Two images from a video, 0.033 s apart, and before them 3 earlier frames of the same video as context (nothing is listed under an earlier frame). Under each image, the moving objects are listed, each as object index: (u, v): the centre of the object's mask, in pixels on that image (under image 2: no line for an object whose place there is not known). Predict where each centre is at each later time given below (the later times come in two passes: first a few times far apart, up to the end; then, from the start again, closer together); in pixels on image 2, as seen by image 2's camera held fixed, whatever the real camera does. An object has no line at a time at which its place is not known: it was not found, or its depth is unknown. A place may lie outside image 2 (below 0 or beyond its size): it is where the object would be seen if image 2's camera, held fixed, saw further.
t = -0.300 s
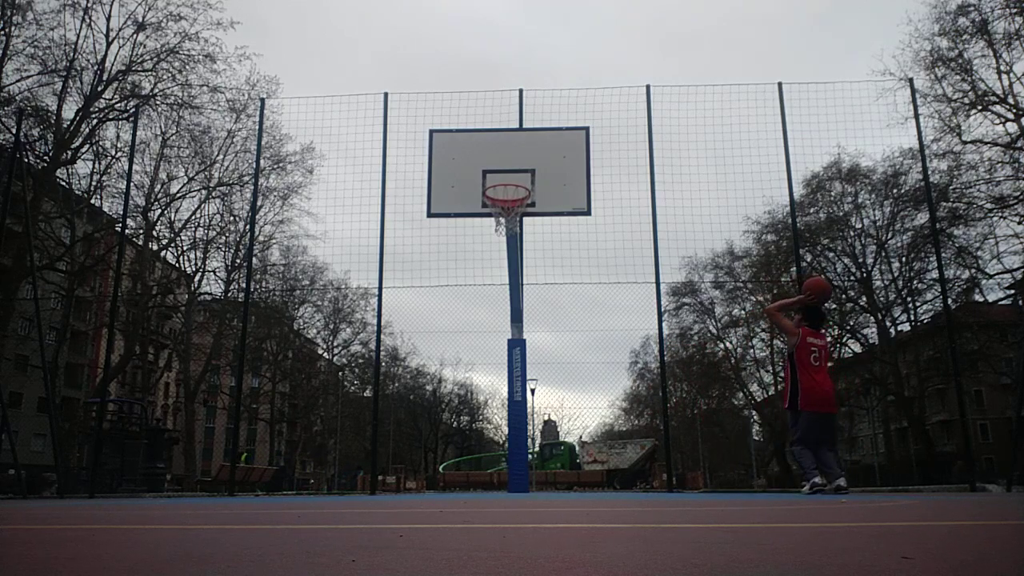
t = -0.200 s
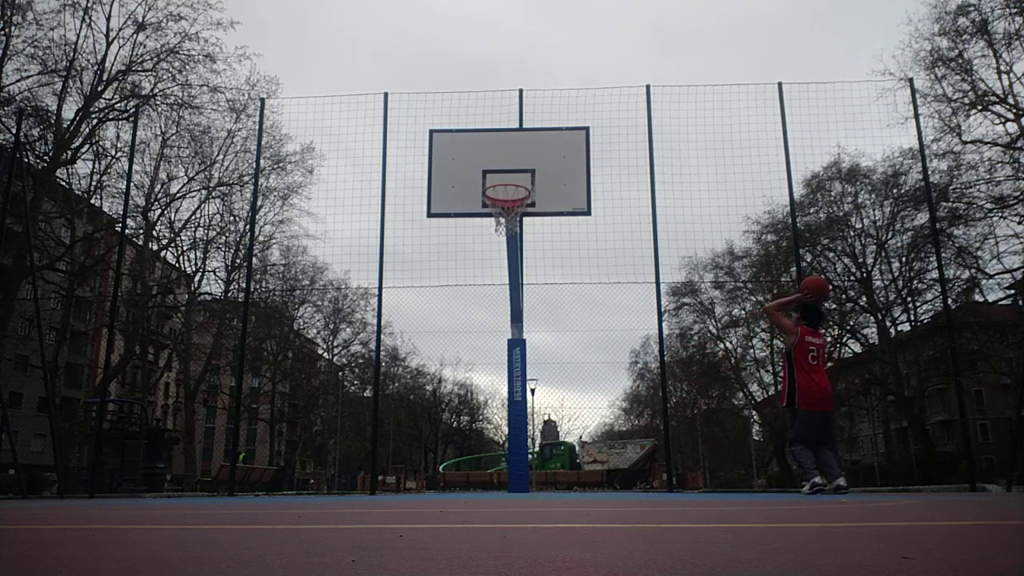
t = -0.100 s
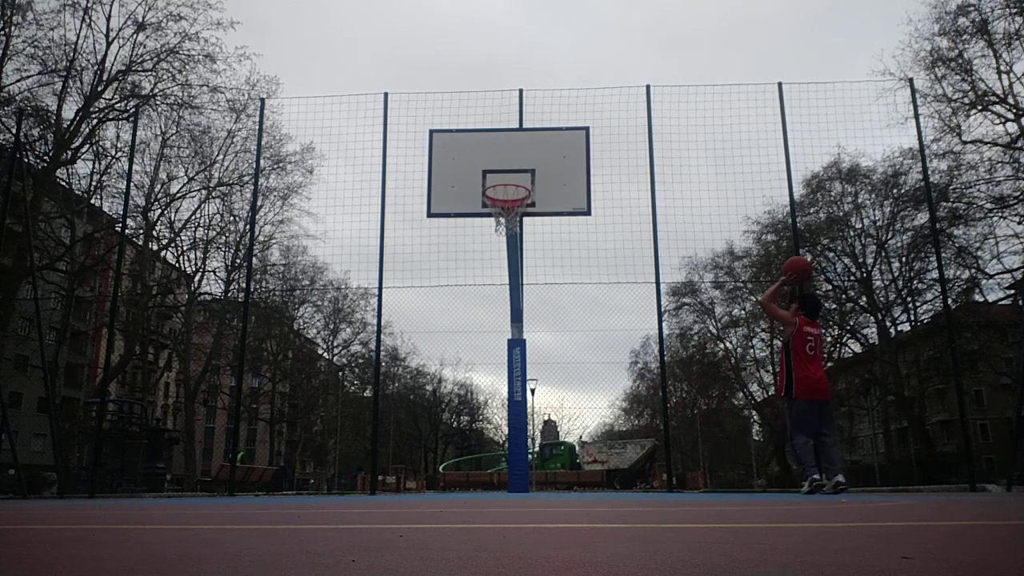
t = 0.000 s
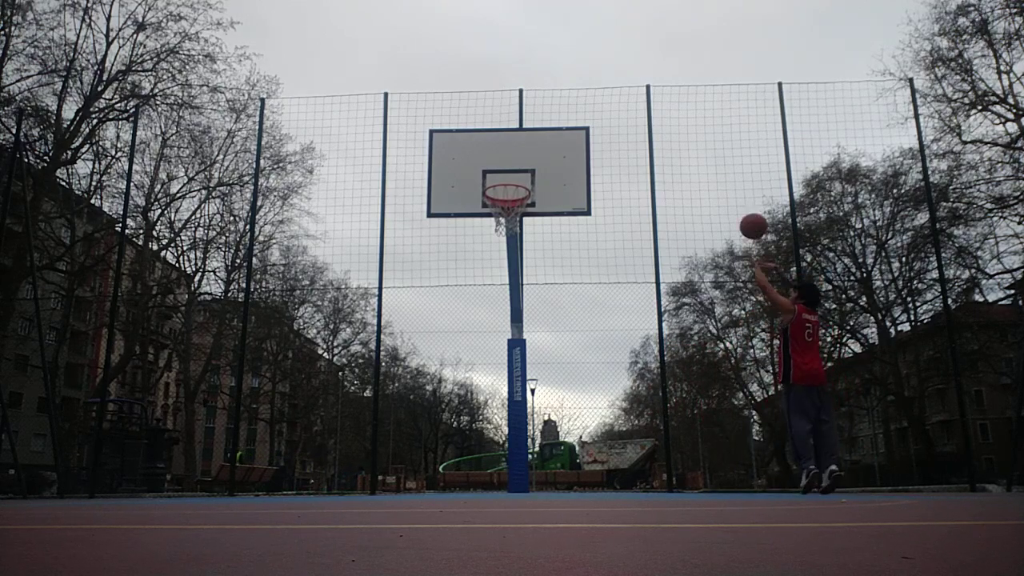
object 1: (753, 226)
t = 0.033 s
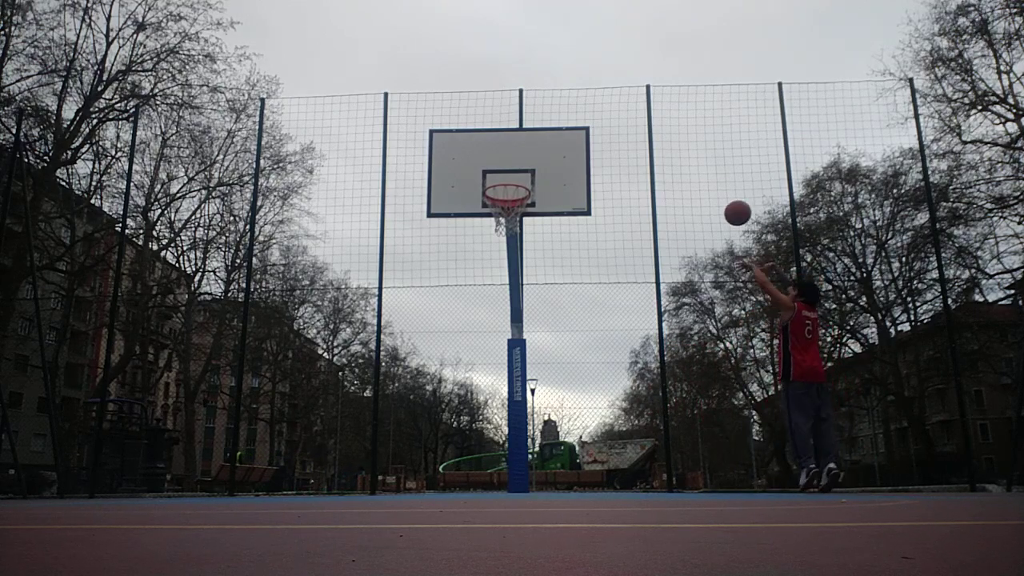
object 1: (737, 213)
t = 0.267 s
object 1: (641, 160)
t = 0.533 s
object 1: (553, 165)
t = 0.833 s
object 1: (502, 199)
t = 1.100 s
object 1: (499, 269)
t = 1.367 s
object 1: (498, 403)
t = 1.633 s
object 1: (506, 398)
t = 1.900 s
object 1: (518, 314)
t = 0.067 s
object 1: (722, 201)
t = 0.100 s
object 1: (707, 191)
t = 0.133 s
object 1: (693, 183)
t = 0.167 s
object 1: (680, 175)
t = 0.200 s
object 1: (667, 169)
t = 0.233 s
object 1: (654, 164)
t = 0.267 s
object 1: (641, 160)
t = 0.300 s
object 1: (629, 157)
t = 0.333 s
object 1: (617, 156)
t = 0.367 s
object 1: (606, 155)
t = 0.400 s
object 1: (595, 155)
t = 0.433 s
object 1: (584, 156)
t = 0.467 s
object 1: (573, 158)
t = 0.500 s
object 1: (563, 161)
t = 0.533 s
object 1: (553, 165)
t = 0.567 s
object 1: (544, 168)
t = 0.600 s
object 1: (539, 168)
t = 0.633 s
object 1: (533, 169)
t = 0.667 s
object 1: (528, 172)
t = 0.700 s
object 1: (522, 175)
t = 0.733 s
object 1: (516, 179)
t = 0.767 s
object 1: (510, 185)
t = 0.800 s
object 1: (505, 191)
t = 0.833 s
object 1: (502, 199)
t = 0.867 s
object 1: (498, 209)
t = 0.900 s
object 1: (495, 219)
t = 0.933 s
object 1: (498, 225)
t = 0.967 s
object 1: (499, 229)
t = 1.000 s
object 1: (499, 238)
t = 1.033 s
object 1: (499, 247)
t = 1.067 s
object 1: (499, 258)
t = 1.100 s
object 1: (499, 269)
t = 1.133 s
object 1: (499, 282)
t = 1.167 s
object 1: (499, 296)
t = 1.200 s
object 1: (499, 311)
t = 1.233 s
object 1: (499, 327)
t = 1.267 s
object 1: (499, 344)
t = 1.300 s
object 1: (499, 362)
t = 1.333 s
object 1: (499, 382)
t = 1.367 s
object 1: (498, 403)
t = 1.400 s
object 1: (498, 425)
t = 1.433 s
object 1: (498, 448)
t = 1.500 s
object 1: (499, 470)
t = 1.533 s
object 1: (500, 449)
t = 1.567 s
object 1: (502, 431)
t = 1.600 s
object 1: (504, 414)
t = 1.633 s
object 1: (506, 398)
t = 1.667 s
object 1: (508, 383)
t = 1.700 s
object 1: (509, 370)
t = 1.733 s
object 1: (511, 358)
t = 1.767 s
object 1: (512, 347)
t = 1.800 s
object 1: (514, 337)
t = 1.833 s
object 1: (515, 328)
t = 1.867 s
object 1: (517, 321)
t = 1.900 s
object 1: (518, 314)
